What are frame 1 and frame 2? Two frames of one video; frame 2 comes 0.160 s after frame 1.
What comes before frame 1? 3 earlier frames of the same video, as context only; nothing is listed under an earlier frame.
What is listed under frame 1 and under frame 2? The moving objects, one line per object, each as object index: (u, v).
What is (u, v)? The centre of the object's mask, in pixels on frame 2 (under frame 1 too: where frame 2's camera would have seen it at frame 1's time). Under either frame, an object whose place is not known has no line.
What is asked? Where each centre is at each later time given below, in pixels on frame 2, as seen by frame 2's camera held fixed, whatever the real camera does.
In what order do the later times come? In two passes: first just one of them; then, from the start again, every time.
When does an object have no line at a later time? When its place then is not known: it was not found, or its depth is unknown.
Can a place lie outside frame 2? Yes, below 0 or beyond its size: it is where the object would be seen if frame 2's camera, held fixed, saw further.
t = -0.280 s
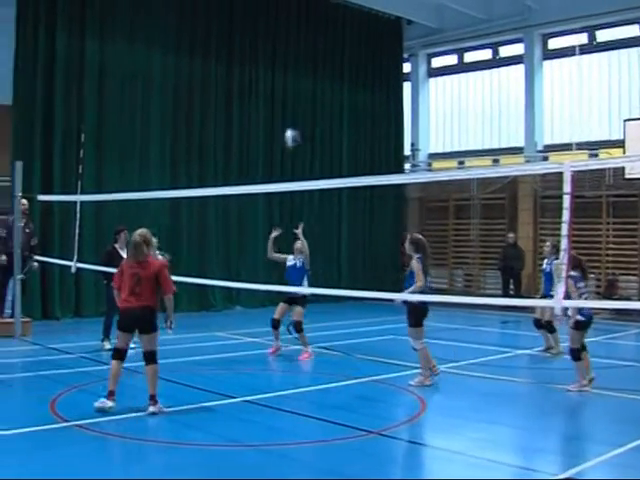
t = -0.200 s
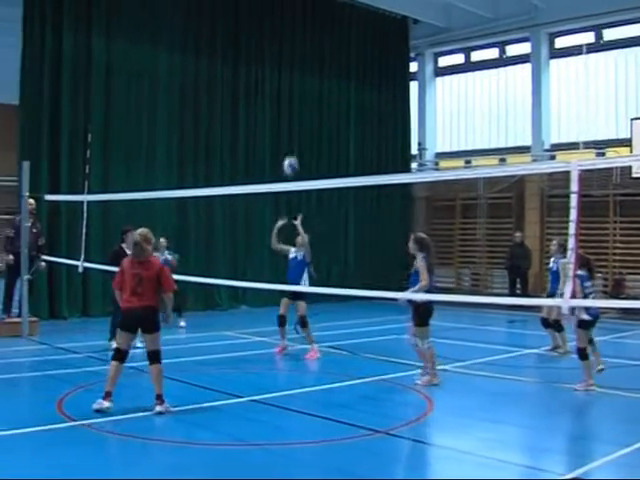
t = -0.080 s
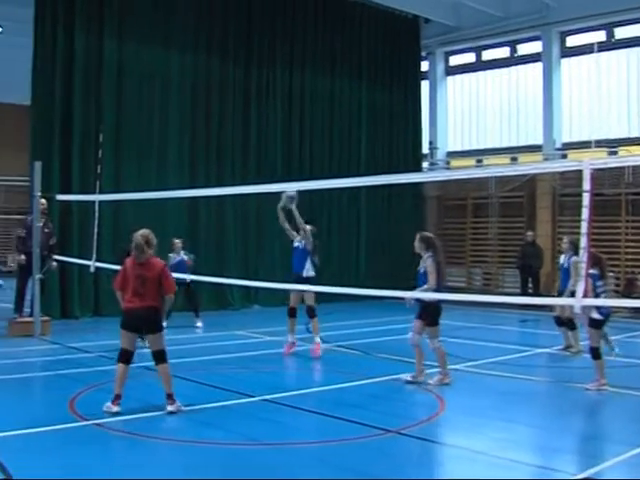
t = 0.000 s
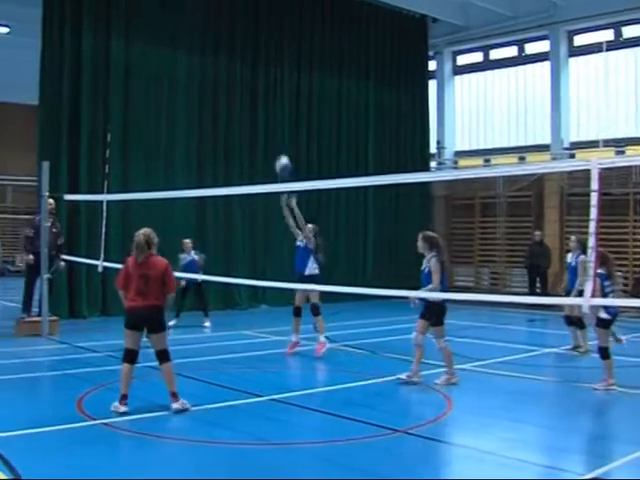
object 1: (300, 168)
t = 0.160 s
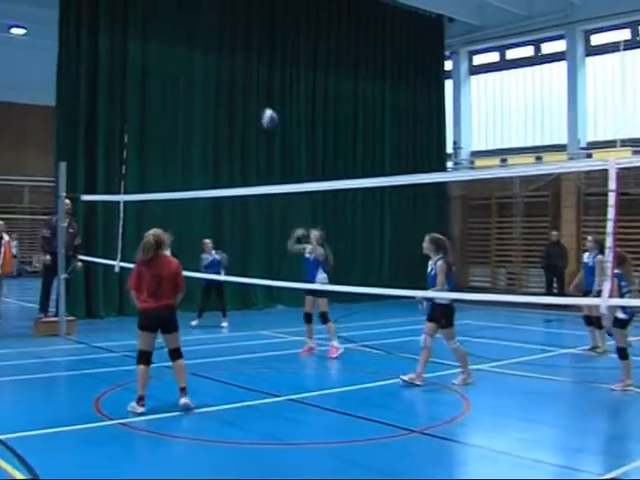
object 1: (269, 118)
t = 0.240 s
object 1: (254, 101)
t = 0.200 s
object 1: (261, 109)
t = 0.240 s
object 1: (254, 101)
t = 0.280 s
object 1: (247, 95)
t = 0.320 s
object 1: (240, 90)
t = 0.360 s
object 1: (232, 85)
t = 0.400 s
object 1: (223, 82)
